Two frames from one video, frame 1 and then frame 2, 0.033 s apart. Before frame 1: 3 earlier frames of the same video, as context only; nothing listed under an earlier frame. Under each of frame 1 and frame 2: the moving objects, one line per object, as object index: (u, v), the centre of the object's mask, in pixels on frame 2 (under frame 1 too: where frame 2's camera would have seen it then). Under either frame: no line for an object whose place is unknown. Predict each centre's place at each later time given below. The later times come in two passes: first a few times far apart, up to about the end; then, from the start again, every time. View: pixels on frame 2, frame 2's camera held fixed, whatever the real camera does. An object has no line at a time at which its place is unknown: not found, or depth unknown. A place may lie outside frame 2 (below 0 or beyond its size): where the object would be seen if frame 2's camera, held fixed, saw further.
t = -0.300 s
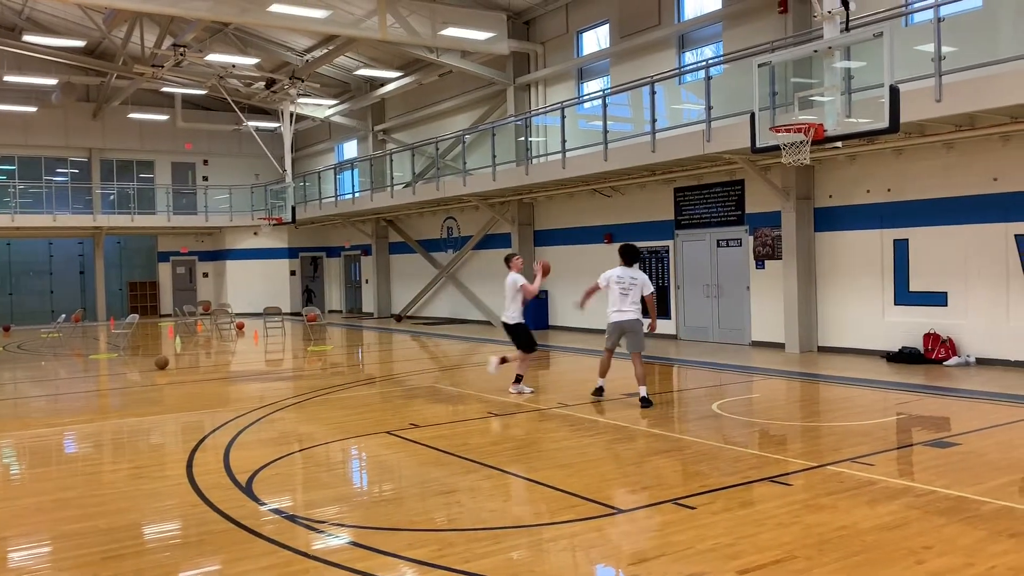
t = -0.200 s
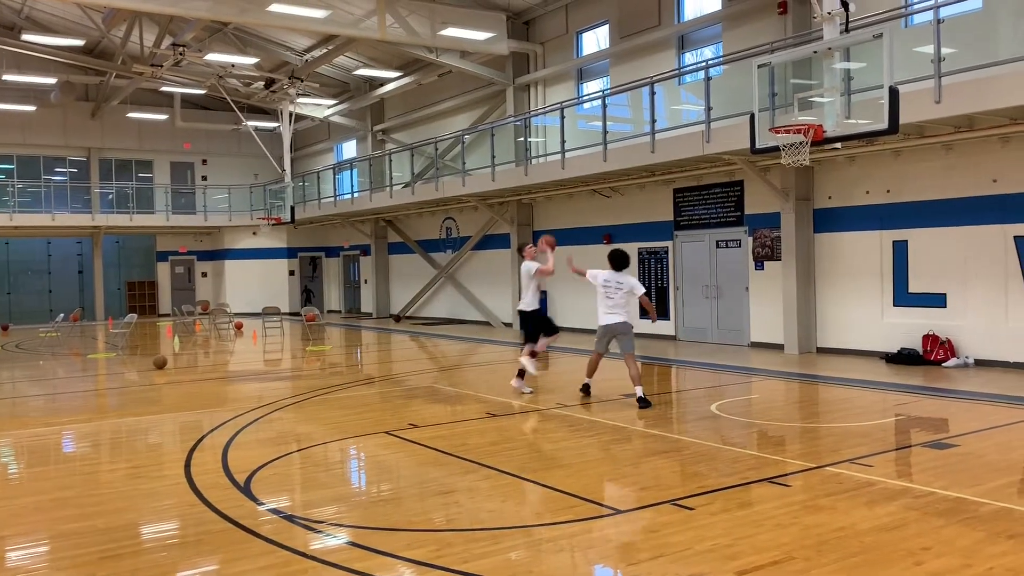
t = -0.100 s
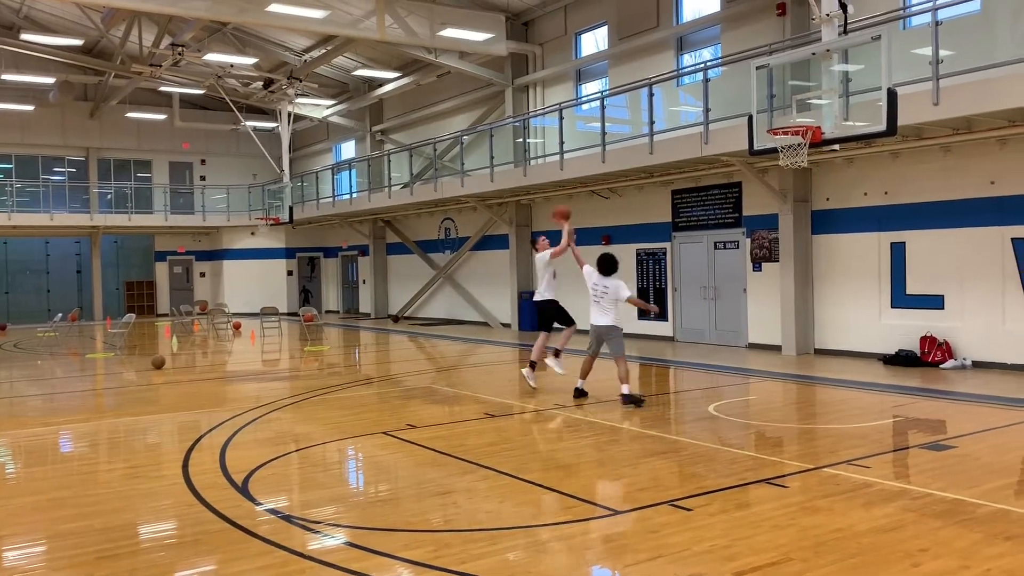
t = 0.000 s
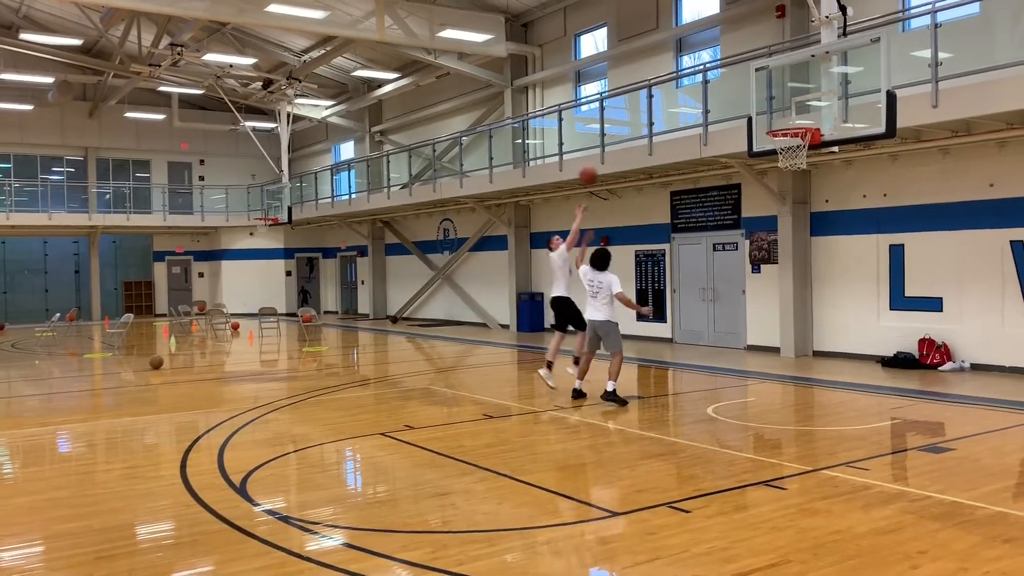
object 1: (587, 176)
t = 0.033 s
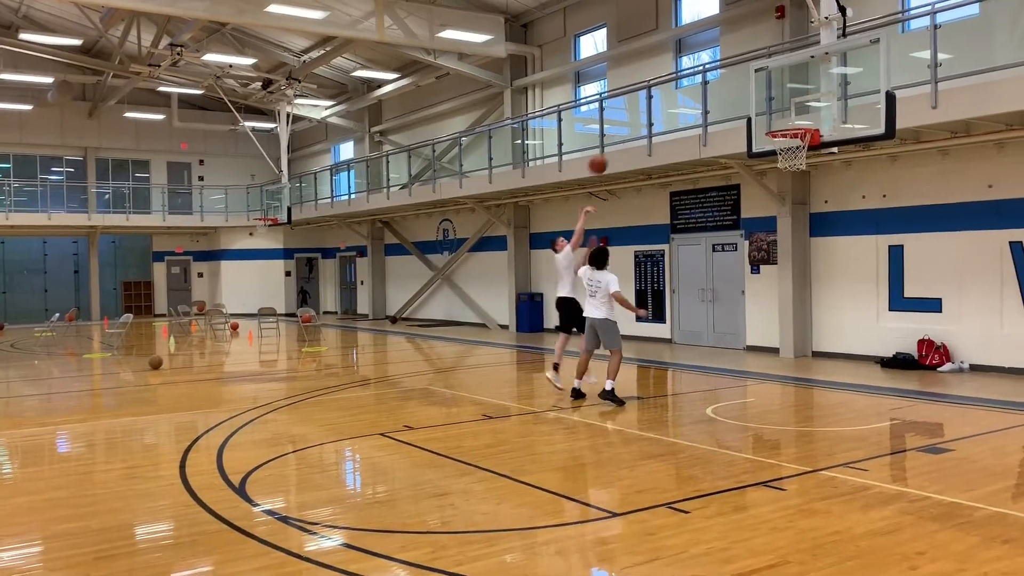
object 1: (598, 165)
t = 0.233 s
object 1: (660, 110)
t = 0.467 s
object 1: (738, 86)
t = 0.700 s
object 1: (786, 104)
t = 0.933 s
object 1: (783, 141)
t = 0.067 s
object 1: (607, 154)
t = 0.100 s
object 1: (618, 144)
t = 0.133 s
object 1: (629, 134)
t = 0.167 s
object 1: (638, 125)
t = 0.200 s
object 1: (649, 118)
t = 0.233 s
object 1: (660, 110)
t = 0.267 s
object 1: (671, 104)
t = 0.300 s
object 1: (682, 99)
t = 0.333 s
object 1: (693, 94)
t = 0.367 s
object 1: (704, 91)
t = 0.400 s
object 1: (715, 88)
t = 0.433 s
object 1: (726, 87)
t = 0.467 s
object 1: (738, 86)
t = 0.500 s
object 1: (749, 86)
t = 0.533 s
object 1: (761, 87)
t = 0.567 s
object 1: (773, 89)
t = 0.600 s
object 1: (783, 93)
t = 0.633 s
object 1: (784, 96)
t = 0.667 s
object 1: (785, 100)
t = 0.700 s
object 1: (786, 104)
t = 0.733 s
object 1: (787, 111)
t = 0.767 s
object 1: (788, 117)
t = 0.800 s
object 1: (788, 125)
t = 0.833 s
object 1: (787, 130)
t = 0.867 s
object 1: (786, 134)
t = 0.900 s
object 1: (785, 140)
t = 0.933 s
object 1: (783, 141)
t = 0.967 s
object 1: (785, 142)
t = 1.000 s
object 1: (789, 145)
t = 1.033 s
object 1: (795, 154)
